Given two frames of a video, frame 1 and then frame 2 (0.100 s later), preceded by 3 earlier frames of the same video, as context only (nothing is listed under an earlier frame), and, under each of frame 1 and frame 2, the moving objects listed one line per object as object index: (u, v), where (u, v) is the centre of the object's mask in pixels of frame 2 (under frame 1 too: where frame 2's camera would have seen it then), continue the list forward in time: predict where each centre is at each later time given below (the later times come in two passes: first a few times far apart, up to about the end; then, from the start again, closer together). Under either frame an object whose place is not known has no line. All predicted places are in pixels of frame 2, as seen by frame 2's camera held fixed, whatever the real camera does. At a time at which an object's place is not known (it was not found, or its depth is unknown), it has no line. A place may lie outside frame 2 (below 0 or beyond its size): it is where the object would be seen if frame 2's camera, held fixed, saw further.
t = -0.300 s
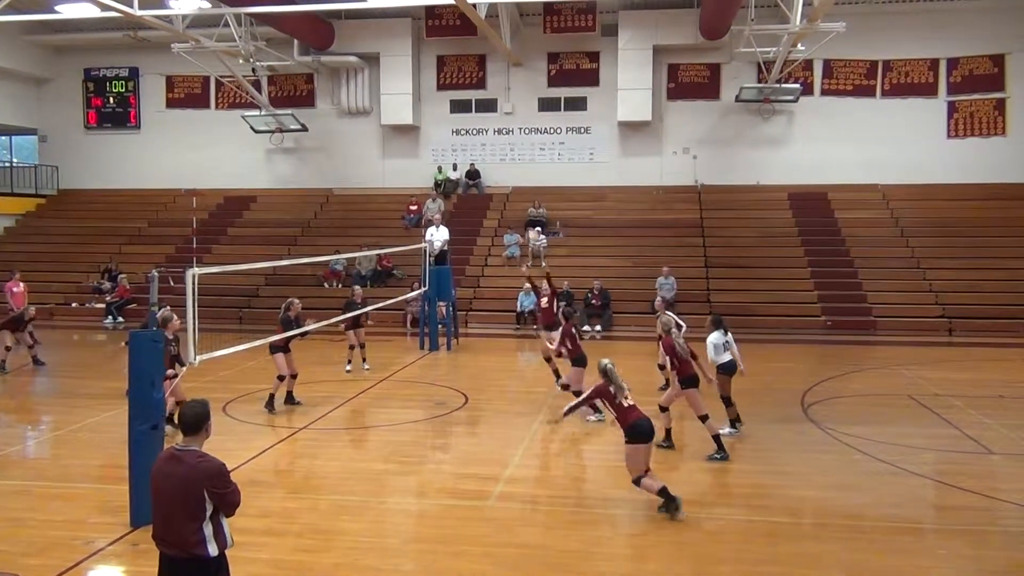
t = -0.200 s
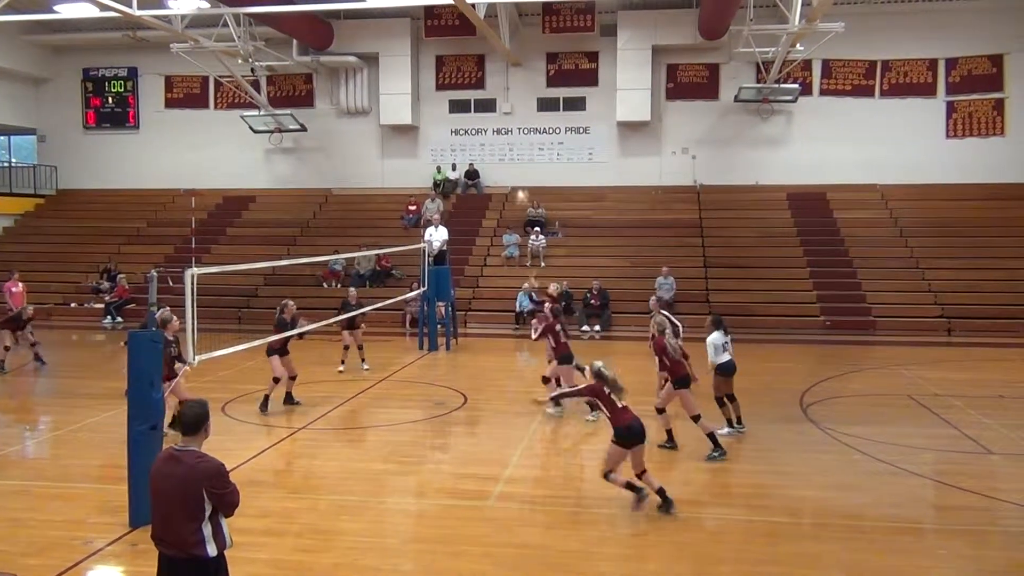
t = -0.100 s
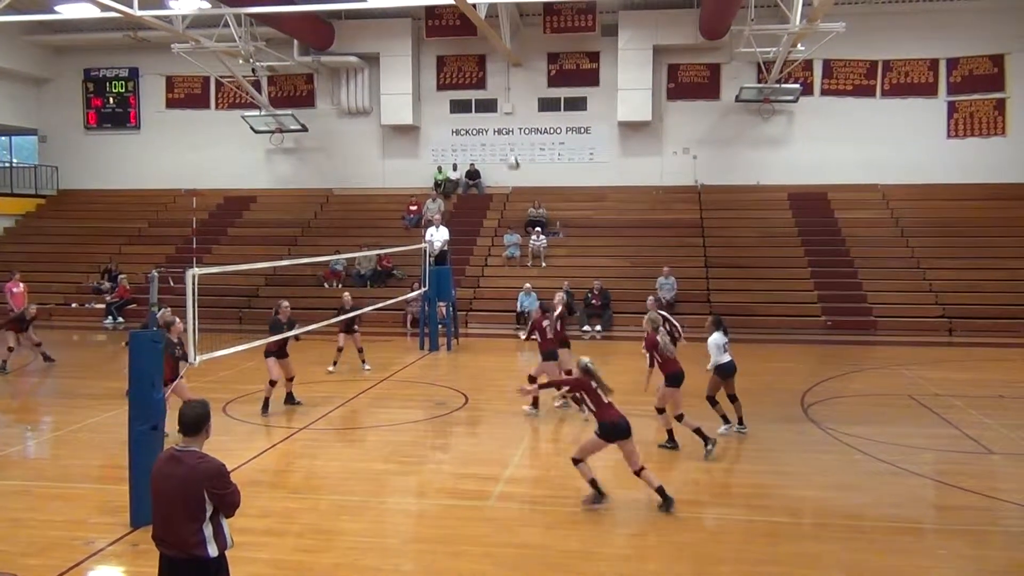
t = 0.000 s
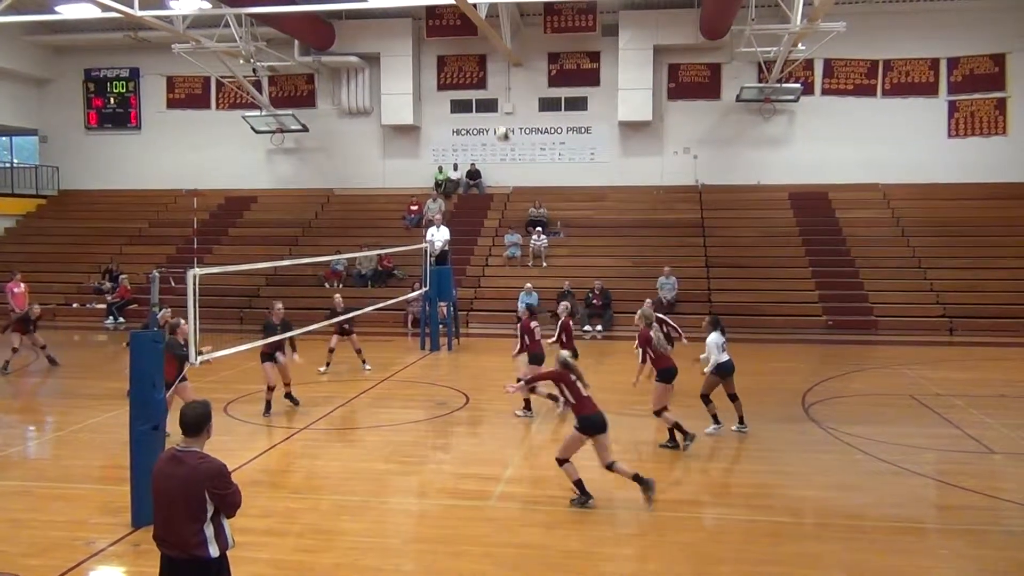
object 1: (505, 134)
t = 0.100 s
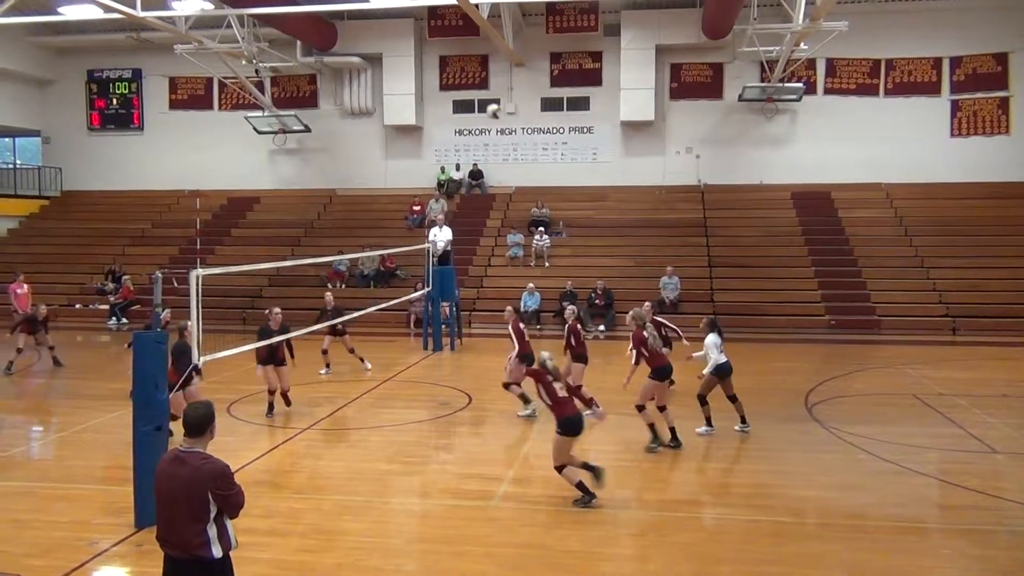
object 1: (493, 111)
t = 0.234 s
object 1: (479, 92)
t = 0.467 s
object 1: (451, 88)
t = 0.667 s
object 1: (426, 122)
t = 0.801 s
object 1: (410, 164)
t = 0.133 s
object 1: (491, 105)
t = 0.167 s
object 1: (486, 101)
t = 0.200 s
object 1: (484, 95)
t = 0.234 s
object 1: (479, 92)
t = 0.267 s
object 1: (475, 88)
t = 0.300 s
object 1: (471, 86)
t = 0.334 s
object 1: (468, 84)
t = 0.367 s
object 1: (464, 84)
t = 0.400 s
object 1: (460, 84)
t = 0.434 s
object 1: (455, 86)
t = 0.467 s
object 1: (451, 88)
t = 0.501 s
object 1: (447, 91)
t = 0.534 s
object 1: (443, 94)
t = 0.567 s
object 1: (439, 100)
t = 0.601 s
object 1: (435, 106)
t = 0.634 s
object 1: (431, 112)
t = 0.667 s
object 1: (426, 122)
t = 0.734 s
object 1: (418, 140)
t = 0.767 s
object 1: (414, 151)
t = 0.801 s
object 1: (410, 164)
